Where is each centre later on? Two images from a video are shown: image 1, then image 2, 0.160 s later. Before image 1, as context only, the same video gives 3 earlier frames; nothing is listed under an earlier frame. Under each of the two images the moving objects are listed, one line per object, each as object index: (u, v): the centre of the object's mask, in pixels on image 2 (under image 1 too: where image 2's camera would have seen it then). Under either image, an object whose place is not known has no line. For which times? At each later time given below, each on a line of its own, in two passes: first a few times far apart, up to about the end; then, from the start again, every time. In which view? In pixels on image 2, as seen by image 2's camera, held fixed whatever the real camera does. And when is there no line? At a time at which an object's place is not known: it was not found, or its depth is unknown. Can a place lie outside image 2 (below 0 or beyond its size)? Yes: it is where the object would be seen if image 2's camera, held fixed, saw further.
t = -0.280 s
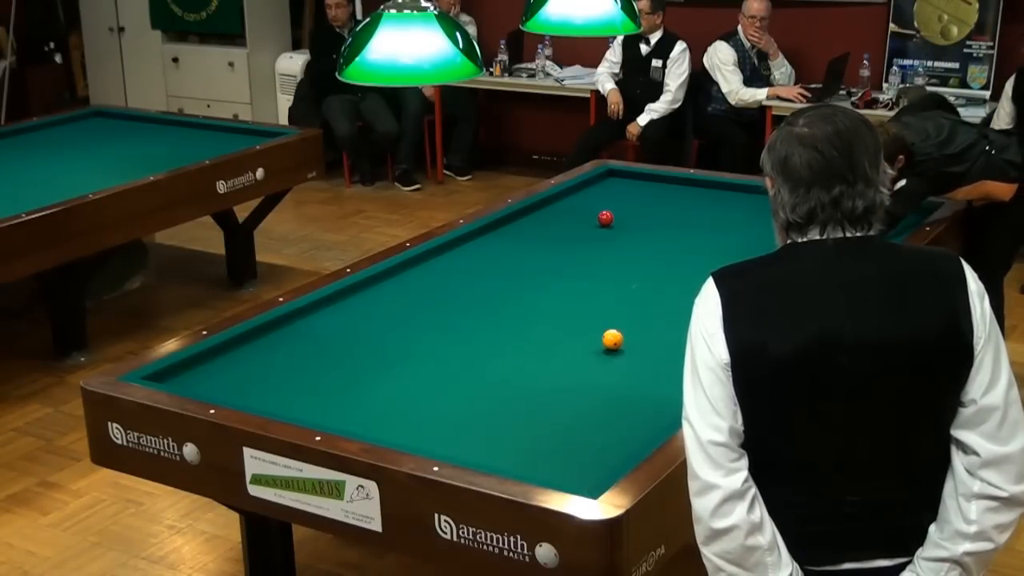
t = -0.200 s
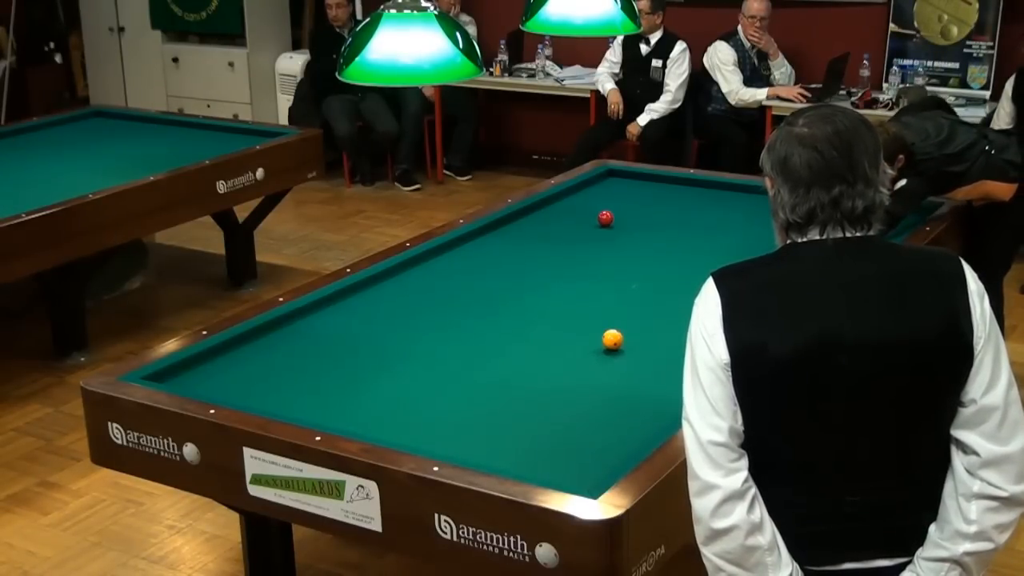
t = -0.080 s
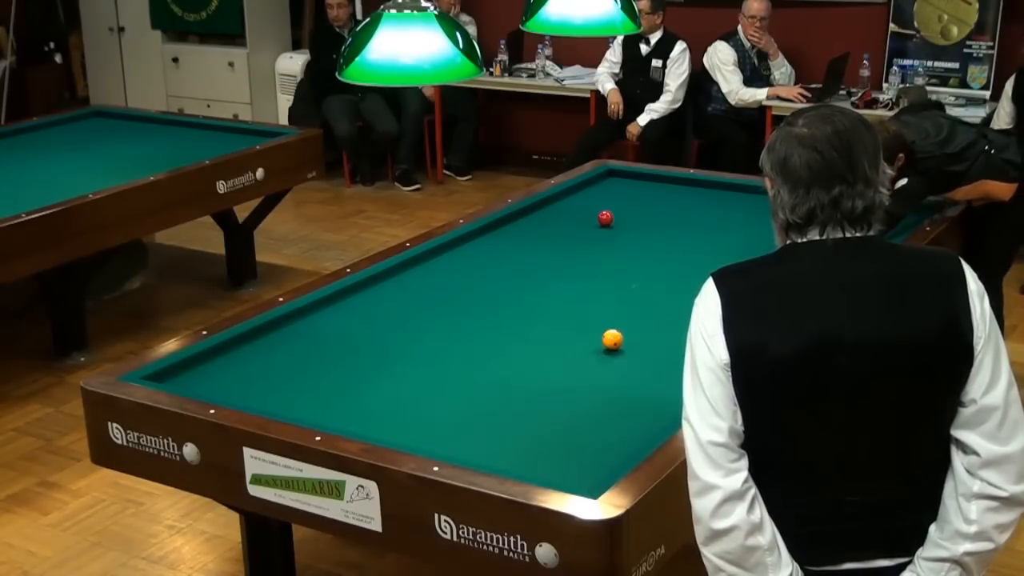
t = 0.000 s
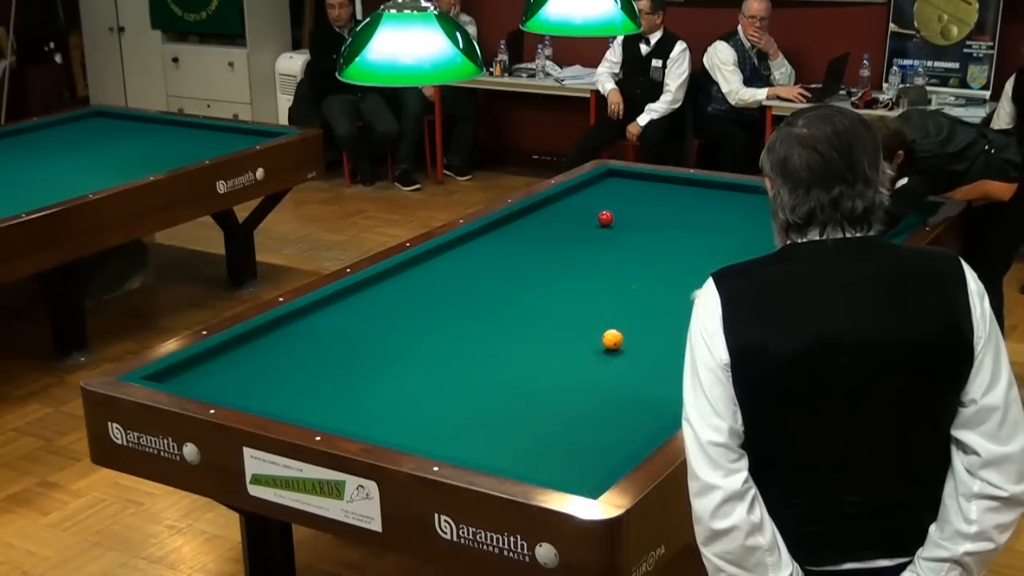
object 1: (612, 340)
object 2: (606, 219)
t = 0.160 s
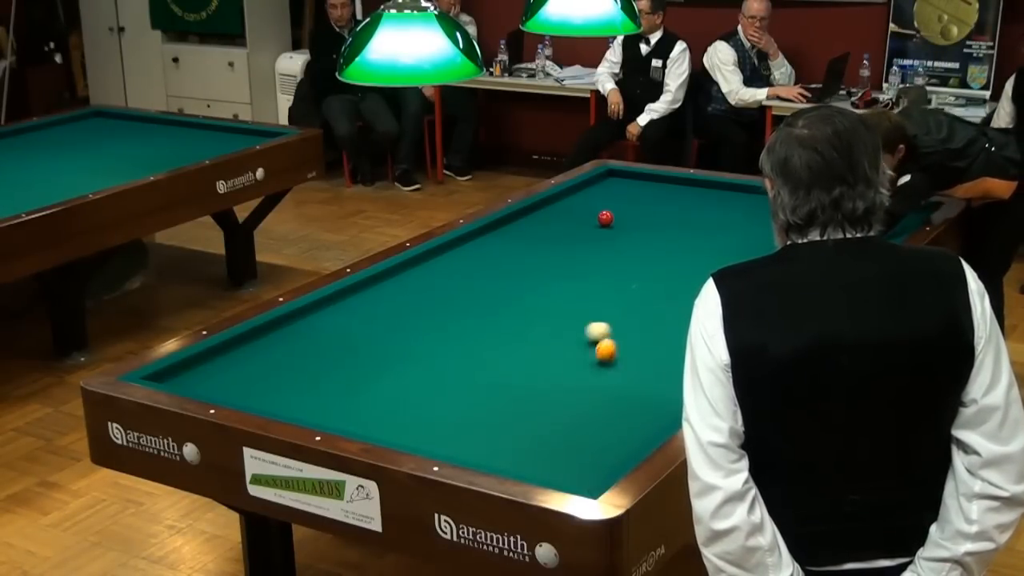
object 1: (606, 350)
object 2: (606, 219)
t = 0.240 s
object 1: (589, 378)
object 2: (605, 219)
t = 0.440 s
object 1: (545, 451)
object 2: (605, 219)
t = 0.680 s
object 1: (603, 435)
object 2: (606, 219)
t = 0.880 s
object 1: (661, 406)
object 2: (605, 219)
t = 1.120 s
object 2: (605, 219)
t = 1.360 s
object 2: (606, 219)
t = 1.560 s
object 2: (605, 219)
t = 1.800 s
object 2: (606, 219)
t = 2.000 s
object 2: (606, 219)
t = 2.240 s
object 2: (606, 219)
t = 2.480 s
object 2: (606, 219)
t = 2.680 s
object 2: (606, 219)
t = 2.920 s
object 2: (606, 219)
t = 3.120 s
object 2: (606, 219)
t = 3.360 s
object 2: (606, 219)
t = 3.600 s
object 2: (606, 219)
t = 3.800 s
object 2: (606, 219)
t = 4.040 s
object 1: (795, 222)
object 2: (606, 219)
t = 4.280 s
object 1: (775, 228)
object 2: (606, 219)
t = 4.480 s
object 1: (758, 233)
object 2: (606, 219)
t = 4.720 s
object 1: (739, 239)
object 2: (606, 219)
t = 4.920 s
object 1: (722, 244)
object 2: (606, 219)
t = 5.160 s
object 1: (702, 250)
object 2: (606, 219)
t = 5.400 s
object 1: (683, 255)
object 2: (606, 219)
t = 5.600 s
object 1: (666, 260)
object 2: (606, 219)
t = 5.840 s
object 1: (646, 266)
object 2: (606, 219)
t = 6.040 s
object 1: (630, 271)
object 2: (606, 219)
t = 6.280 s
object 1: (611, 276)
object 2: (606, 219)
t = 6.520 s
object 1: (592, 282)
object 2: (606, 219)
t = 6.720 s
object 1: (576, 286)
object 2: (606, 219)
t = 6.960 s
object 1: (557, 292)
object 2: (606, 219)
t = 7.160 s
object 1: (541, 297)
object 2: (606, 219)
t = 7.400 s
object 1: (523, 302)
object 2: (606, 219)
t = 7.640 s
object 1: (504, 308)
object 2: (606, 219)
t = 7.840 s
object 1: (488, 312)
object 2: (607, 220)
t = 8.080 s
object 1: (471, 318)
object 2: (609, 223)
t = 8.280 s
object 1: (456, 322)
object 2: (612, 225)
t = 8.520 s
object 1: (438, 327)
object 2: (614, 227)
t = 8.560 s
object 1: (436, 328)
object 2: (614, 227)
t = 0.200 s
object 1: (597, 364)
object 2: (606, 219)
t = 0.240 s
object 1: (589, 378)
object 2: (605, 219)
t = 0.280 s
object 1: (581, 392)
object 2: (605, 219)
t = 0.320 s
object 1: (572, 406)
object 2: (605, 219)
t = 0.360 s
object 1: (563, 421)
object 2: (605, 219)
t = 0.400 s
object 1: (554, 436)
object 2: (605, 219)
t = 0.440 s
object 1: (545, 451)
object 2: (605, 219)
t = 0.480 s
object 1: (536, 465)
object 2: (605, 219)
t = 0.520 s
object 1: (541, 467)
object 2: (605, 219)
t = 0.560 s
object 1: (558, 459)
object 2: (605, 219)
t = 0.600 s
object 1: (574, 450)
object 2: (606, 219)
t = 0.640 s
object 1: (589, 443)
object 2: (606, 219)
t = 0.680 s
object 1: (603, 435)
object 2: (606, 219)
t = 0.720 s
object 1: (616, 428)
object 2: (606, 219)
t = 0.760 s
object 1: (628, 422)
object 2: (606, 219)
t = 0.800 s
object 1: (640, 416)
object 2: (605, 219)
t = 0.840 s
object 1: (651, 411)
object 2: (605, 219)
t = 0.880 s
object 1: (661, 406)
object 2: (605, 219)
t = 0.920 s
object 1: (672, 401)
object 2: (605, 219)
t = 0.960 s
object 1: (679, 396)
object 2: (605, 219)
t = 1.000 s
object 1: (684, 391)
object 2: (606, 219)
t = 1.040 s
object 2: (605, 219)
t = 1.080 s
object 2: (606, 219)
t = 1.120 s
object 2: (605, 219)
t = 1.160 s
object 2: (606, 219)
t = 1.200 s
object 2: (605, 219)
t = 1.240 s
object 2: (606, 219)
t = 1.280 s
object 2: (605, 219)
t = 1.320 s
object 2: (606, 219)
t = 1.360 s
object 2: (606, 219)
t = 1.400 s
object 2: (606, 219)
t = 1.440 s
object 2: (606, 219)
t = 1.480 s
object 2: (606, 219)
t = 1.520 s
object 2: (606, 219)
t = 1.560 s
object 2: (605, 219)
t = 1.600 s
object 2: (606, 219)
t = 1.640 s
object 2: (606, 219)
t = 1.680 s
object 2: (606, 219)
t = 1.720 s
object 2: (606, 219)
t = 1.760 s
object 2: (606, 219)
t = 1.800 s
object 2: (606, 219)
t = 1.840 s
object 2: (606, 219)
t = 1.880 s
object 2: (606, 219)
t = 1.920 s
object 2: (606, 219)
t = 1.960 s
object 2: (606, 219)
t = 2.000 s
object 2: (606, 219)
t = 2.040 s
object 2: (606, 219)
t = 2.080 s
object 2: (606, 219)
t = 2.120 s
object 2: (606, 219)
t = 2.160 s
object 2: (606, 219)
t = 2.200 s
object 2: (606, 219)
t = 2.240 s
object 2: (606, 219)
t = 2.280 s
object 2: (606, 219)
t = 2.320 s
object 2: (606, 219)
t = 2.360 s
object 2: (606, 219)
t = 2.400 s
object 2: (606, 219)
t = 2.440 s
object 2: (606, 219)
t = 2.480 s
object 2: (606, 219)
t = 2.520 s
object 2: (606, 219)
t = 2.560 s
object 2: (606, 219)
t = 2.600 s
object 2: (606, 219)
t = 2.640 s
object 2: (606, 219)
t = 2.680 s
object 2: (606, 219)
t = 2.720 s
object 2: (606, 219)
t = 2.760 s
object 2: (606, 219)
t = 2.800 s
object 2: (606, 219)
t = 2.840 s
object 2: (606, 219)
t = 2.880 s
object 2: (606, 219)
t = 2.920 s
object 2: (606, 219)
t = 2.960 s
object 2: (606, 219)
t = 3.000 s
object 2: (606, 219)
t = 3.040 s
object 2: (606, 219)
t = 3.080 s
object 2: (606, 219)
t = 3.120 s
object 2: (606, 219)
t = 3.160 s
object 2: (606, 219)
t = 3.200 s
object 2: (606, 219)
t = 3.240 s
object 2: (606, 219)
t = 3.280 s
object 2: (606, 219)
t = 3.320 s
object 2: (606, 219)
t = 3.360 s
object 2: (606, 219)
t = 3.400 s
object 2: (606, 219)
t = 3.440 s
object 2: (606, 219)
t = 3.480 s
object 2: (606, 219)
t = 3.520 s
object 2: (606, 219)
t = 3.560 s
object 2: (606, 219)
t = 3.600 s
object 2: (606, 219)
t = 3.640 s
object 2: (606, 219)
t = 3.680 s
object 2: (606, 219)
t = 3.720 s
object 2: (606, 219)
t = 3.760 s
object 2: (606, 219)
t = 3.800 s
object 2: (606, 219)
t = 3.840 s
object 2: (606, 219)
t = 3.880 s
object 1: (804, 218)
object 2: (606, 219)
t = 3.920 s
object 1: (804, 219)
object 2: (606, 219)
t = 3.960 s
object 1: (801, 221)
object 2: (606, 219)
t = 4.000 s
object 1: (798, 221)
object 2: (606, 219)
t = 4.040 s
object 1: (795, 222)
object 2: (606, 219)
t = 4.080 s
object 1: (791, 223)
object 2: (606, 219)
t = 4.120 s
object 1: (788, 224)
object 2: (606, 219)
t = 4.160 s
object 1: (785, 225)
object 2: (606, 219)
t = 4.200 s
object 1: (782, 226)
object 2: (606, 219)
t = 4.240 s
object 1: (778, 227)
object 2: (606, 219)
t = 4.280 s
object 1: (775, 228)
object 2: (606, 219)
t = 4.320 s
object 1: (772, 229)
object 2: (606, 219)
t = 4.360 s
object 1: (768, 230)
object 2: (606, 219)
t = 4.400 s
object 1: (765, 231)
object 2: (606, 219)
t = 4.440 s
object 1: (762, 232)
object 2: (606, 219)
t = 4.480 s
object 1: (758, 233)
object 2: (606, 219)
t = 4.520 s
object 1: (755, 234)
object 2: (606, 219)
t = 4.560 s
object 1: (752, 235)
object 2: (606, 219)
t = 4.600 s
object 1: (748, 236)
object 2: (606, 219)
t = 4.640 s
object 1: (745, 237)
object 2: (606, 219)
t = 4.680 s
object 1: (742, 238)
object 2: (606, 219)
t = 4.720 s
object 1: (739, 239)
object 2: (606, 219)
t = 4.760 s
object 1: (735, 240)
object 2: (606, 219)
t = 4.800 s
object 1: (732, 241)
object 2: (606, 219)
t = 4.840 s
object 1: (729, 242)
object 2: (606, 219)
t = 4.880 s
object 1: (725, 243)
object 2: (606, 219)
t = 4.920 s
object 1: (722, 244)
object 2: (606, 219)
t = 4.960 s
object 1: (719, 245)
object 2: (606, 219)
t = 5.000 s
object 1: (715, 246)
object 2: (606, 219)
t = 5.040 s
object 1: (712, 247)
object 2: (606, 219)
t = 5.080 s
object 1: (709, 248)
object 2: (606, 219)
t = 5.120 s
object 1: (706, 249)
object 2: (606, 219)
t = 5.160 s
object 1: (702, 250)
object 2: (606, 219)
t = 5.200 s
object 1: (699, 251)
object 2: (606, 219)
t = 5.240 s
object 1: (696, 252)
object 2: (606, 219)
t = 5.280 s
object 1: (692, 253)
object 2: (606, 219)
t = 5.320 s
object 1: (689, 253)
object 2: (606, 219)
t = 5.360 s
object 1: (686, 254)
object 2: (606, 219)
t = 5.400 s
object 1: (683, 255)
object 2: (606, 219)
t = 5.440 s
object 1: (679, 257)
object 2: (606, 219)
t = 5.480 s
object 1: (676, 258)
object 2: (606, 219)
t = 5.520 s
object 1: (673, 258)
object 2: (606, 219)
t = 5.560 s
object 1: (669, 259)
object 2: (606, 219)
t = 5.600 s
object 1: (666, 260)
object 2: (606, 219)
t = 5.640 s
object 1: (663, 261)
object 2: (605, 219)
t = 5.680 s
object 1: (659, 262)
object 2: (606, 219)
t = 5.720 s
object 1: (656, 263)
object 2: (606, 219)
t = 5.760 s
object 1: (653, 264)
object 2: (606, 219)
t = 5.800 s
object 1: (650, 265)
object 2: (606, 219)
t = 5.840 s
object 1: (646, 266)
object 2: (606, 219)
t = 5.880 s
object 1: (643, 267)
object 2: (606, 219)
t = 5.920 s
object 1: (640, 268)
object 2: (606, 219)
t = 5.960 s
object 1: (637, 269)
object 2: (606, 219)
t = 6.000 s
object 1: (633, 270)
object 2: (606, 219)
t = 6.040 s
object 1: (630, 271)
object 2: (606, 219)
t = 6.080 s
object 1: (627, 272)
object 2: (606, 219)
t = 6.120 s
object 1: (624, 273)
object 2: (606, 219)
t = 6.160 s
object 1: (621, 274)
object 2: (606, 219)
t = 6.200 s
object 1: (617, 274)
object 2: (606, 219)
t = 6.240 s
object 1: (614, 275)
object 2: (606, 219)
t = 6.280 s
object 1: (611, 276)
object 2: (606, 219)
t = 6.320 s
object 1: (608, 277)
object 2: (606, 219)
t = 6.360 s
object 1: (604, 278)
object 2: (606, 219)
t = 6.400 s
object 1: (602, 279)
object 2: (606, 219)
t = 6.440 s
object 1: (598, 280)
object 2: (606, 219)
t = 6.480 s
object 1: (595, 281)
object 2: (606, 219)
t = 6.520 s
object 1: (592, 282)
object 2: (606, 219)
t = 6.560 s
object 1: (589, 283)
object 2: (606, 219)
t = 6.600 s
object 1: (585, 284)
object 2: (606, 219)
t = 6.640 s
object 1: (582, 285)
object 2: (606, 219)
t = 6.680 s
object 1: (579, 286)
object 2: (606, 219)
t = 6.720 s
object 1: (576, 286)
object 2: (606, 219)
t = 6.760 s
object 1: (573, 288)
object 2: (606, 219)
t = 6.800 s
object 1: (570, 288)
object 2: (606, 219)
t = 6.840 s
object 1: (566, 289)
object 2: (606, 219)
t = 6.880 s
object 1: (563, 291)
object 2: (606, 219)
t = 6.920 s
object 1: (560, 291)
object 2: (606, 219)
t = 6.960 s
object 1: (557, 292)
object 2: (606, 219)
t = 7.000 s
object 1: (554, 293)
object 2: (606, 219)
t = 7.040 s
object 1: (551, 294)
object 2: (606, 219)
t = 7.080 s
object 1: (547, 295)
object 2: (606, 219)
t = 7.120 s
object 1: (544, 296)
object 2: (606, 219)
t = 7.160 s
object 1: (541, 297)
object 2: (606, 219)
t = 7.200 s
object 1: (538, 297)
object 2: (606, 219)
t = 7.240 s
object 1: (535, 299)
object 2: (606, 219)
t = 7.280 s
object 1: (532, 300)
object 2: (606, 219)
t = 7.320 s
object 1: (529, 301)
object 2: (606, 219)
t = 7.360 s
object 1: (526, 301)
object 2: (606, 219)
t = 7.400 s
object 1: (523, 302)
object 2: (606, 219)
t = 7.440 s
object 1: (519, 304)
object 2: (606, 219)
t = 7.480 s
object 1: (516, 304)
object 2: (606, 219)
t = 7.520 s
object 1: (513, 305)
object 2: (606, 219)
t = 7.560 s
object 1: (510, 306)
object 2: (606, 219)
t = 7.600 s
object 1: (507, 307)
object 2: (606, 219)
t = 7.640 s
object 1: (504, 308)
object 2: (606, 219)
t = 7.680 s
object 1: (501, 309)
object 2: (606, 219)
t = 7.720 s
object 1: (497, 310)
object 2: (606, 219)
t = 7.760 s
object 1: (495, 311)
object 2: (606, 219)
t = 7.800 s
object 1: (491, 312)
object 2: (606, 220)
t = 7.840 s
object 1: (488, 312)
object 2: (607, 220)
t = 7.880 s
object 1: (486, 313)
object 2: (607, 221)
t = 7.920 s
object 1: (483, 314)
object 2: (607, 221)
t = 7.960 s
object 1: (480, 315)
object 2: (608, 222)
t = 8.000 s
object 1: (476, 316)
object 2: (608, 222)
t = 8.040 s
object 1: (474, 317)
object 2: (609, 223)
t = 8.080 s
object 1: (471, 318)
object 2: (609, 223)
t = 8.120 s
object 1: (467, 319)
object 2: (610, 223)
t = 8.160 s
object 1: (464, 320)
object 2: (610, 223)
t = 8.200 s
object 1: (462, 320)
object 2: (611, 224)
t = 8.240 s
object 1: (458, 321)
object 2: (611, 224)
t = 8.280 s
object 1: (456, 322)
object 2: (612, 225)
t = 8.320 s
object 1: (453, 323)
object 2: (612, 225)
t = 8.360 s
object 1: (450, 324)
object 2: (612, 225)
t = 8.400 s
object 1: (447, 325)
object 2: (613, 225)
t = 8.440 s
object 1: (444, 325)
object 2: (613, 226)
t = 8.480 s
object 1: (441, 326)
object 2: (614, 226)
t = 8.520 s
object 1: (438, 327)
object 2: (614, 227)
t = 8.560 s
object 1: (436, 328)
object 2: (614, 227)
